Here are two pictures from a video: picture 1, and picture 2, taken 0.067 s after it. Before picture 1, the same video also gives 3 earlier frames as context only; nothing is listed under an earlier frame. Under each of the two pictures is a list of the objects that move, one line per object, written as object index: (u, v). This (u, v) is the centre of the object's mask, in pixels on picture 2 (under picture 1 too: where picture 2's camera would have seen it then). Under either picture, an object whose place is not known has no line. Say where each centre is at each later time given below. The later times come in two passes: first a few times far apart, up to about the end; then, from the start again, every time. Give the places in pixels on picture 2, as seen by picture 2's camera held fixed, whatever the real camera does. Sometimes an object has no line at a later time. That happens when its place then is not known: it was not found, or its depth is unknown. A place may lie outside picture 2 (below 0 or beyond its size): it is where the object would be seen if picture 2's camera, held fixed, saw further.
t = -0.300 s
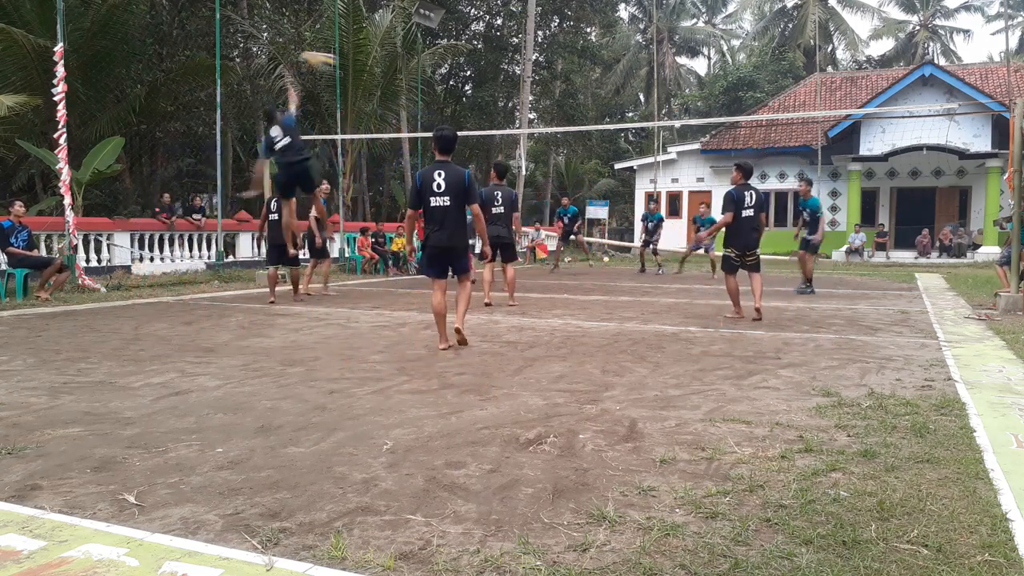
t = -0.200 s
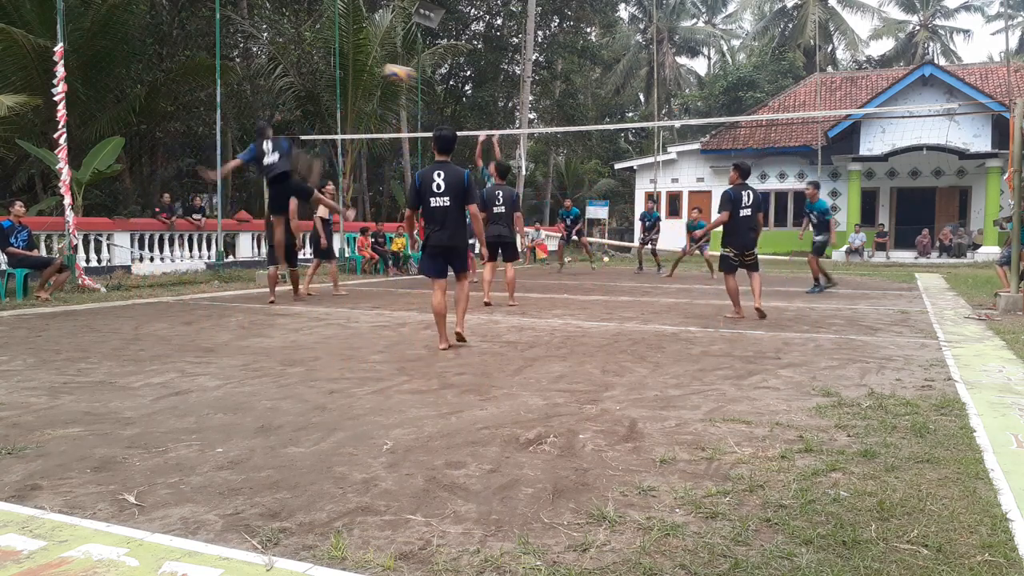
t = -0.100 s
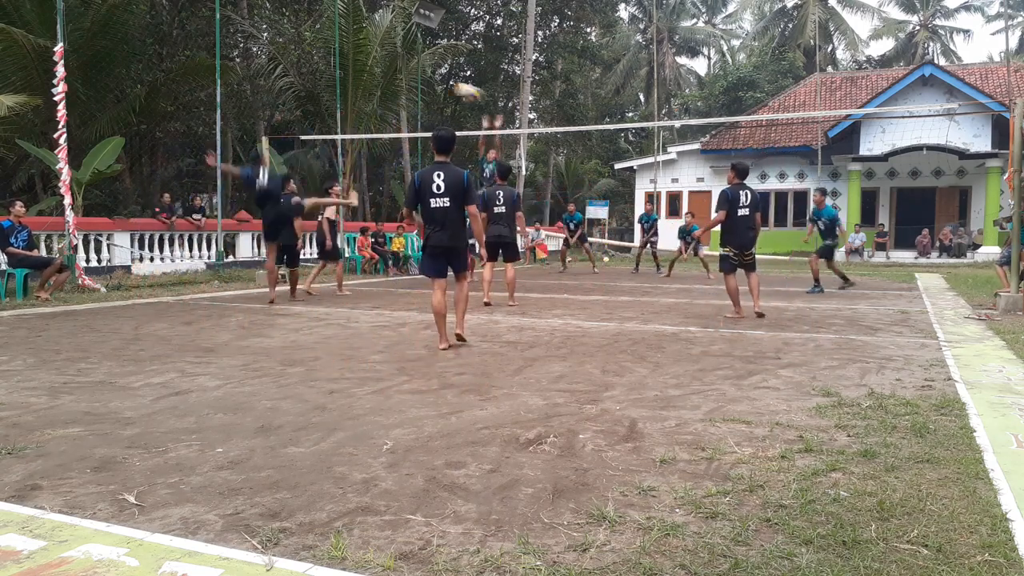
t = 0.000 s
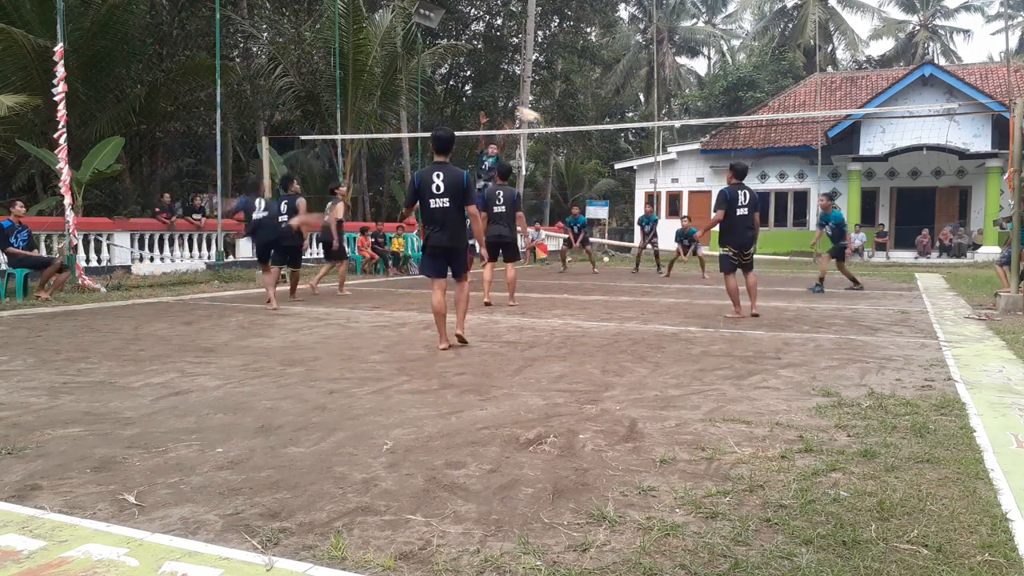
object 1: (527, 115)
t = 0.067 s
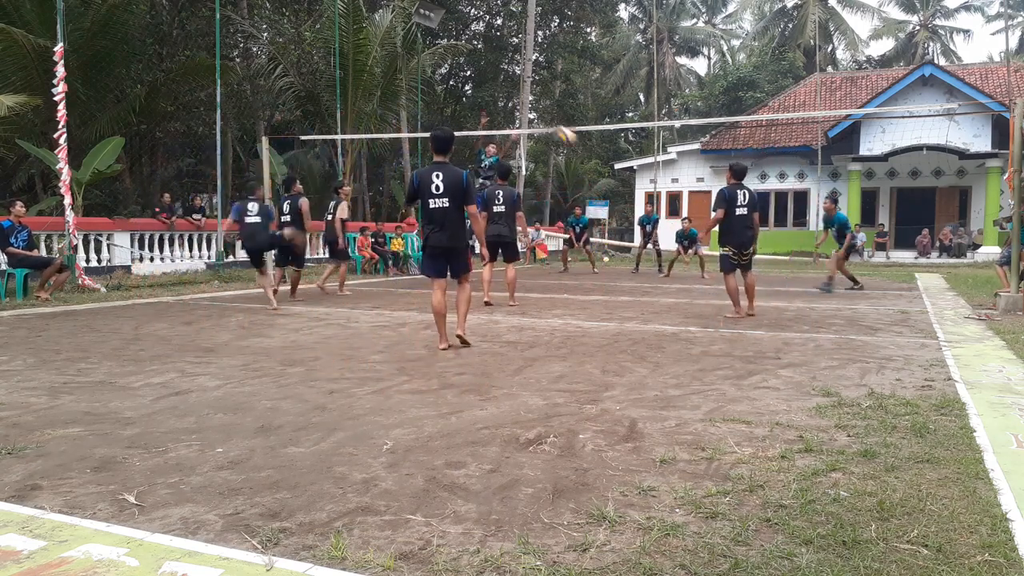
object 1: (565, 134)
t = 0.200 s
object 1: (582, 167)
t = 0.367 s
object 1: (571, 194)
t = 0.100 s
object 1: (577, 144)
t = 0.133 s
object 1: (583, 153)
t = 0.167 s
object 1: (583, 159)
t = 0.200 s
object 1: (582, 167)
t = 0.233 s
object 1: (580, 173)
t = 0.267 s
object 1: (578, 179)
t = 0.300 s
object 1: (576, 184)
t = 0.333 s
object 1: (574, 188)
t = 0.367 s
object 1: (571, 194)
